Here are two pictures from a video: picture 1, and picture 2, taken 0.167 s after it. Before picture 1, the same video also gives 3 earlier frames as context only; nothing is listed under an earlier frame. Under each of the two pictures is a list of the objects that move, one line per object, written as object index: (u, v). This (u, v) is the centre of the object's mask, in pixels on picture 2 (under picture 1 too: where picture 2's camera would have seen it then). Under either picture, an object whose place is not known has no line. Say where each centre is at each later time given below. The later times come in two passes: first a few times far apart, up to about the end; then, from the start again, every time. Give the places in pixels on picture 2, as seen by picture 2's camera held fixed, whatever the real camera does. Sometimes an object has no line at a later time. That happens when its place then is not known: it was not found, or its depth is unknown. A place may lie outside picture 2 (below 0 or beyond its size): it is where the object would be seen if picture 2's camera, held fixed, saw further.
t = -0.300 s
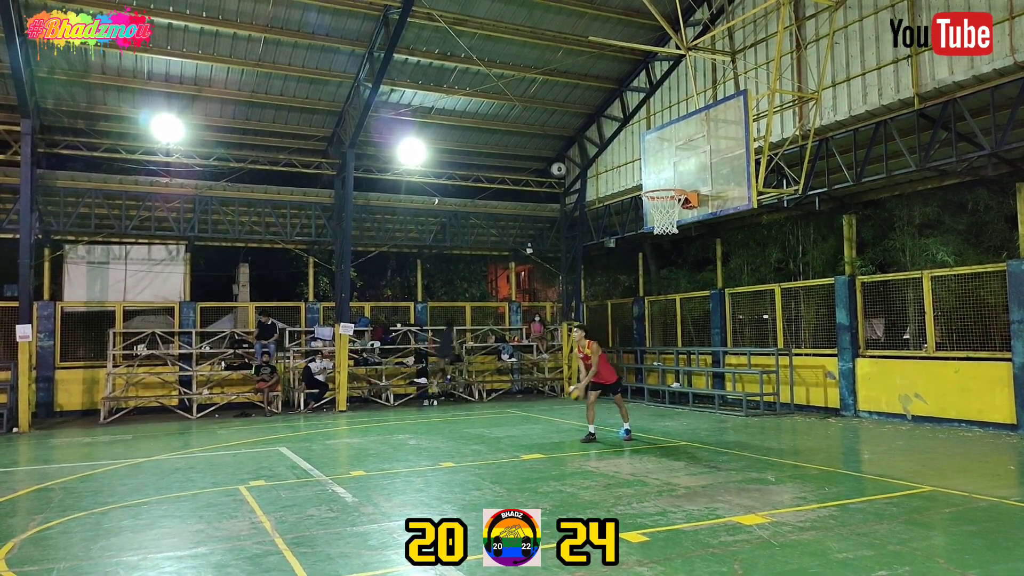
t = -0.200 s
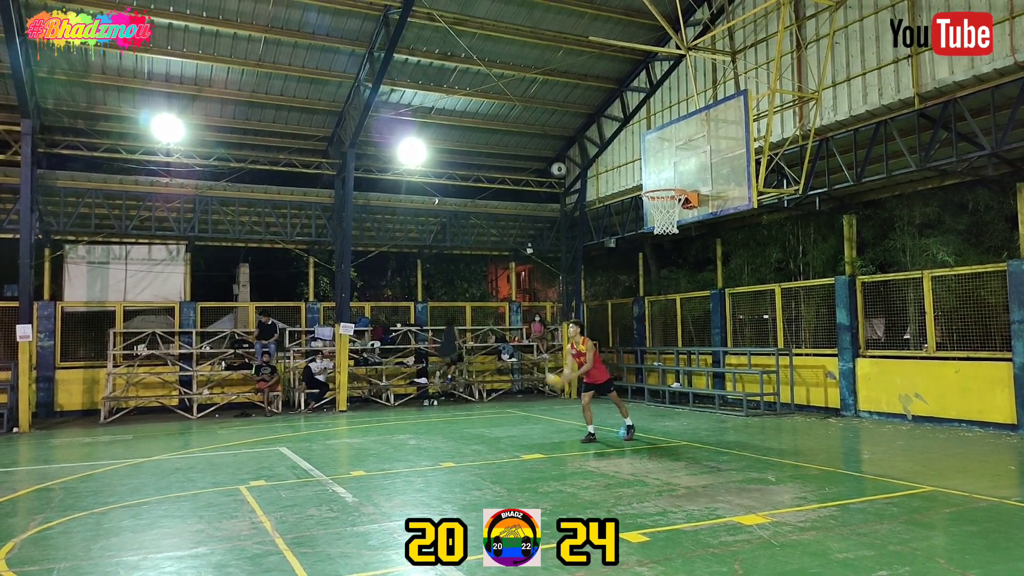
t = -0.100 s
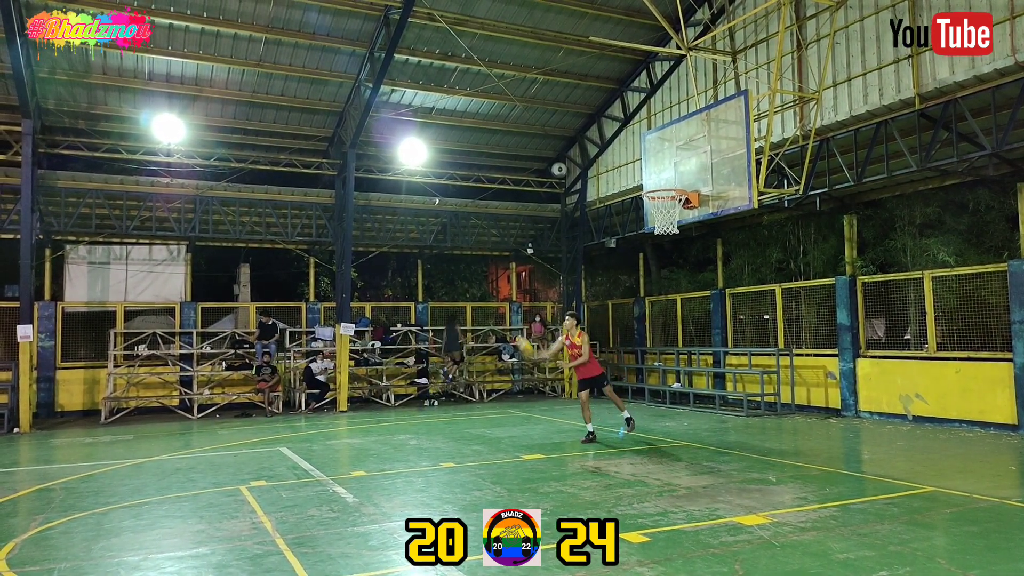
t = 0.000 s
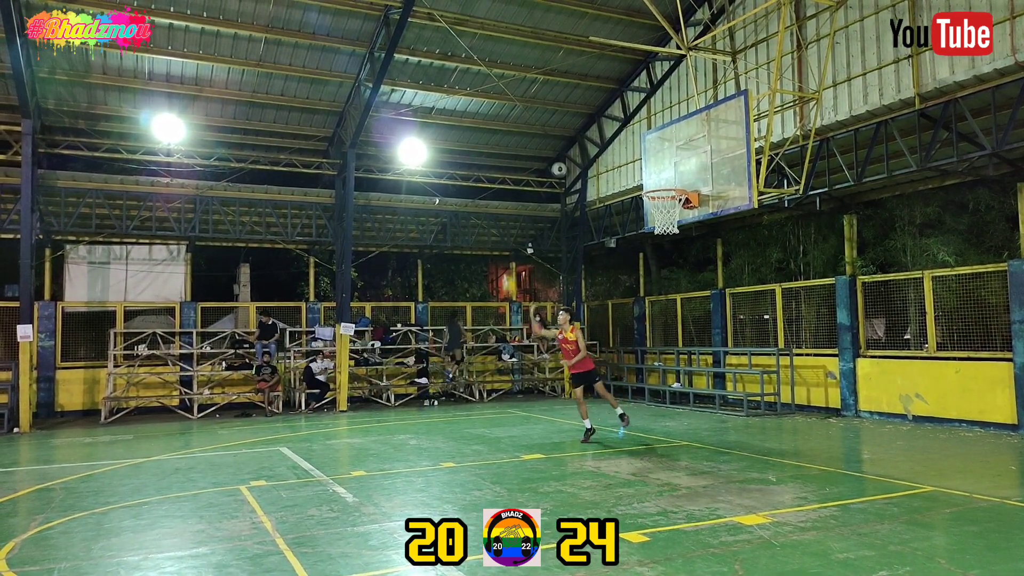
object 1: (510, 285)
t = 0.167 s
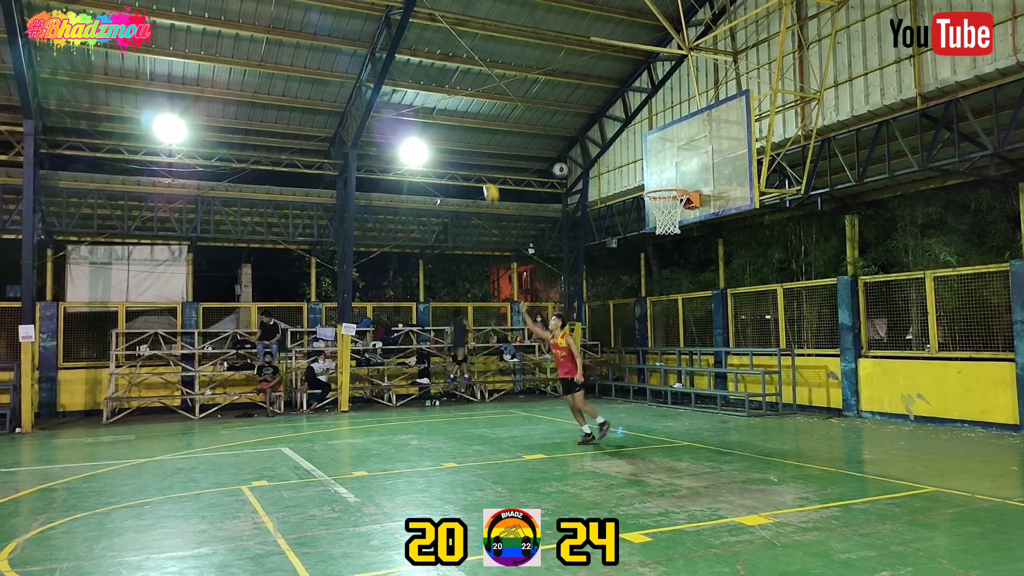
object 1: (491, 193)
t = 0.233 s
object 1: (483, 162)
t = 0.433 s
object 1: (458, 84)
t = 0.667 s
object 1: (428, 28)
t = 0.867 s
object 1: (402, 9)
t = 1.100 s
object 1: (371, 24)
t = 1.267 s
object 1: (349, 61)
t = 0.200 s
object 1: (487, 176)
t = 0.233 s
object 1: (483, 162)
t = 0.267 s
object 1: (479, 147)
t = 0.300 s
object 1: (475, 133)
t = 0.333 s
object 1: (471, 120)
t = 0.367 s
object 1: (467, 108)
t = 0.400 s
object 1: (463, 95)
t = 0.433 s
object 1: (458, 84)
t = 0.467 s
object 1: (455, 75)
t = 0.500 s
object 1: (450, 65)
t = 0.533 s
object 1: (445, 56)
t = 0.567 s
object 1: (441, 48)
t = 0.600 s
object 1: (437, 41)
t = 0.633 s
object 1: (432, 34)
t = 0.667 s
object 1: (428, 28)
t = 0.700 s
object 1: (424, 23)
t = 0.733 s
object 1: (420, 19)
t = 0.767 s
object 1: (415, 15)
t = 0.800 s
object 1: (411, 13)
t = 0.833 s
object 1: (407, 11)
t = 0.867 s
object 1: (402, 9)
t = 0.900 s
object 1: (397, 9)
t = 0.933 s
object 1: (393, 10)
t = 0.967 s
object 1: (389, 11)
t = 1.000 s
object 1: (385, 13)
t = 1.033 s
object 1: (380, 16)
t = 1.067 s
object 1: (375, 20)
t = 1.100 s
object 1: (371, 24)
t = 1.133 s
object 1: (367, 30)
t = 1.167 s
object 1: (363, 36)
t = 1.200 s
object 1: (358, 44)
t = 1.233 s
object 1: (353, 52)
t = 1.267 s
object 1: (349, 61)
